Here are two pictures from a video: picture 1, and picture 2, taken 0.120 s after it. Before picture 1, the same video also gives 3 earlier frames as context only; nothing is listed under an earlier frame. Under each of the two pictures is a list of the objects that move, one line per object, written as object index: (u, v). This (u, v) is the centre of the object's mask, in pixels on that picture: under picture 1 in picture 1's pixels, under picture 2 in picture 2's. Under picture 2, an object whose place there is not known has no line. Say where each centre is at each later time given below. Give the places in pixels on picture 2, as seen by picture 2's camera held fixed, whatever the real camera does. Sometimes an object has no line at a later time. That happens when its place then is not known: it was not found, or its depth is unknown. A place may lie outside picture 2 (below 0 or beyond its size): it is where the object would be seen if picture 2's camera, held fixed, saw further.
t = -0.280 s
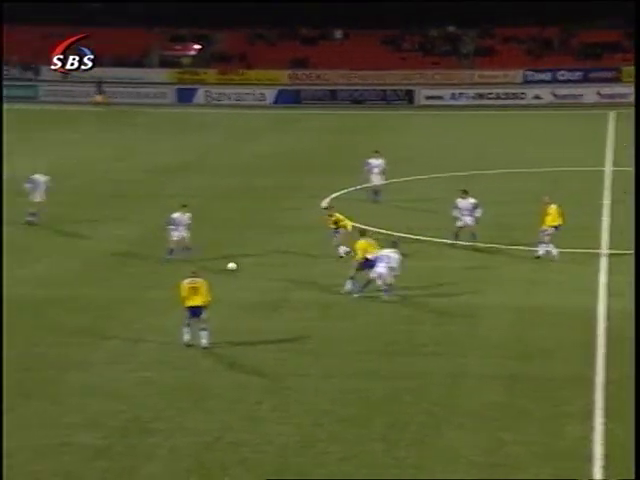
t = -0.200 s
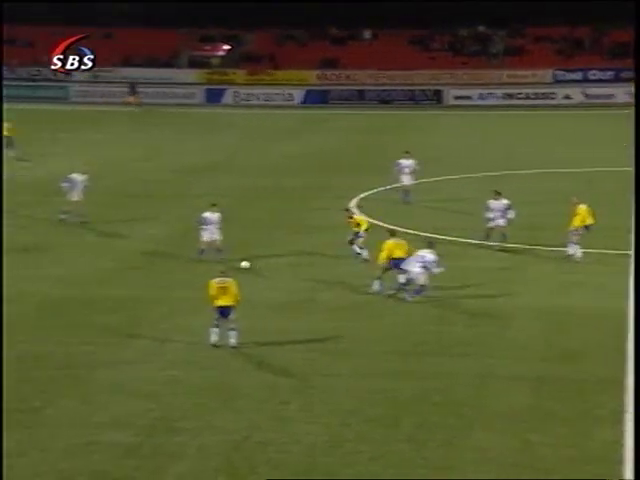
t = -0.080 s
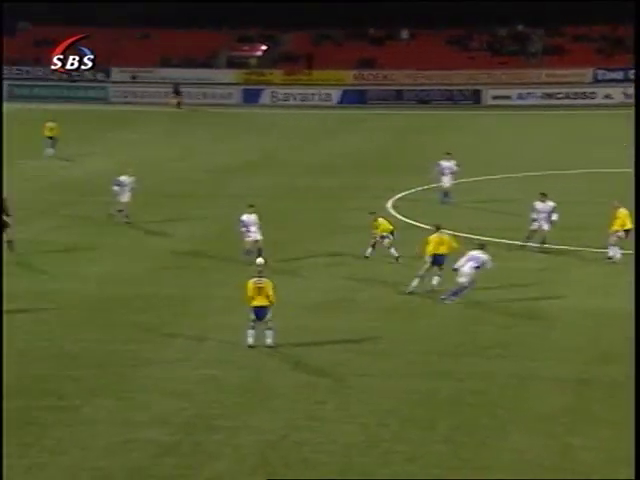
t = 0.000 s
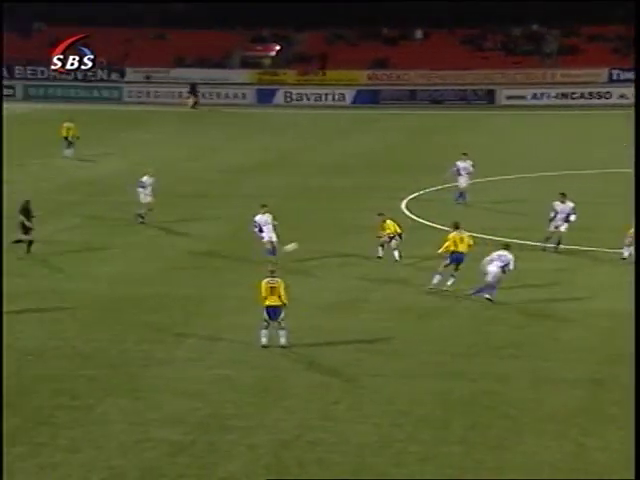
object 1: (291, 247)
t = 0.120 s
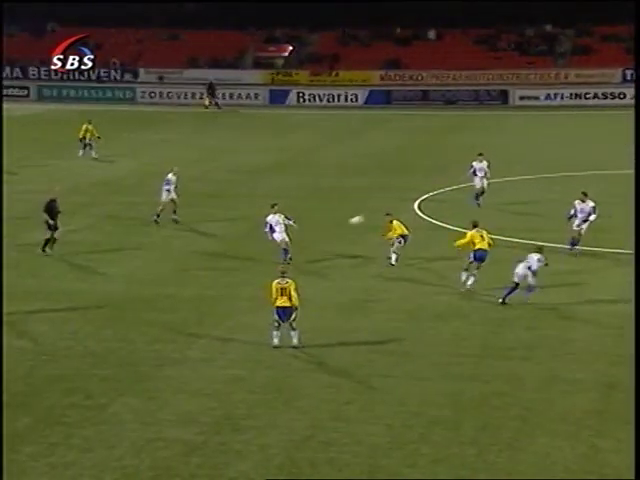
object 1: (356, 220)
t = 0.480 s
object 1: (526, 159)
